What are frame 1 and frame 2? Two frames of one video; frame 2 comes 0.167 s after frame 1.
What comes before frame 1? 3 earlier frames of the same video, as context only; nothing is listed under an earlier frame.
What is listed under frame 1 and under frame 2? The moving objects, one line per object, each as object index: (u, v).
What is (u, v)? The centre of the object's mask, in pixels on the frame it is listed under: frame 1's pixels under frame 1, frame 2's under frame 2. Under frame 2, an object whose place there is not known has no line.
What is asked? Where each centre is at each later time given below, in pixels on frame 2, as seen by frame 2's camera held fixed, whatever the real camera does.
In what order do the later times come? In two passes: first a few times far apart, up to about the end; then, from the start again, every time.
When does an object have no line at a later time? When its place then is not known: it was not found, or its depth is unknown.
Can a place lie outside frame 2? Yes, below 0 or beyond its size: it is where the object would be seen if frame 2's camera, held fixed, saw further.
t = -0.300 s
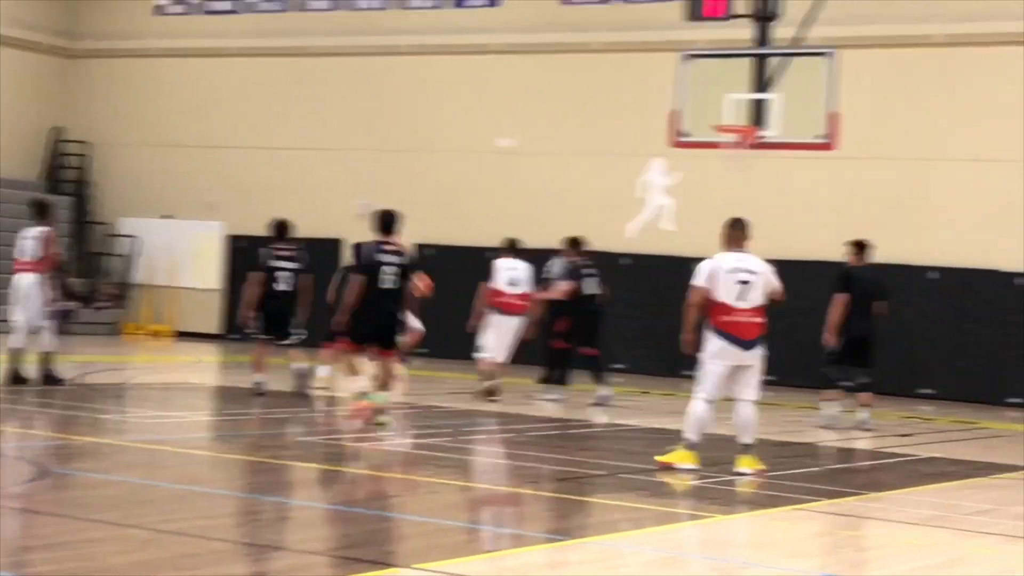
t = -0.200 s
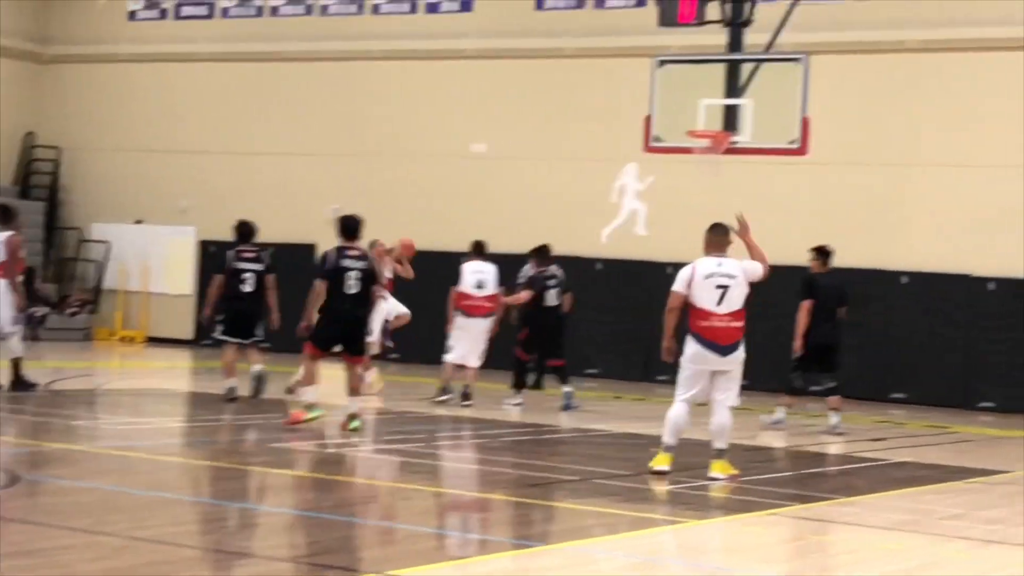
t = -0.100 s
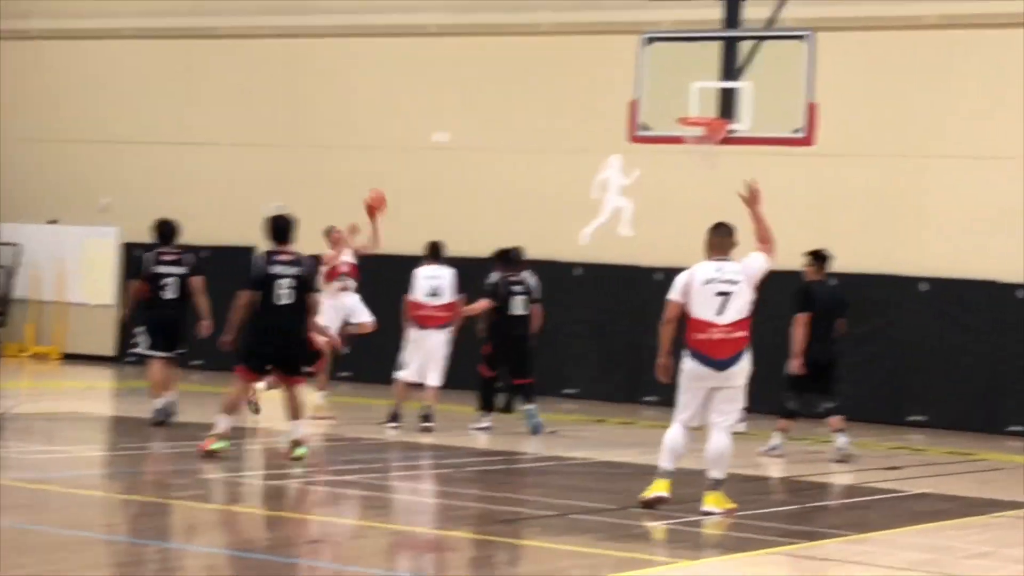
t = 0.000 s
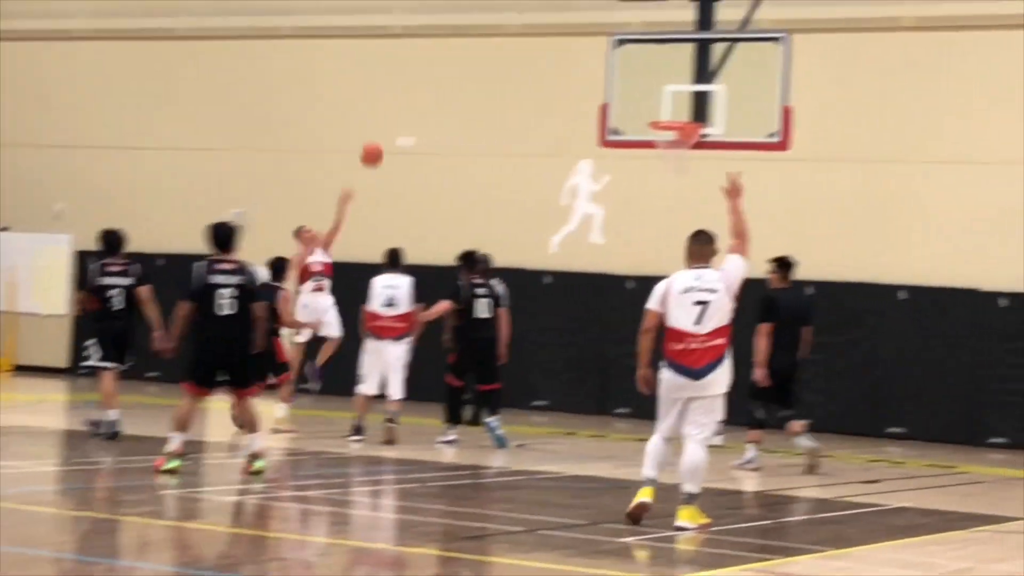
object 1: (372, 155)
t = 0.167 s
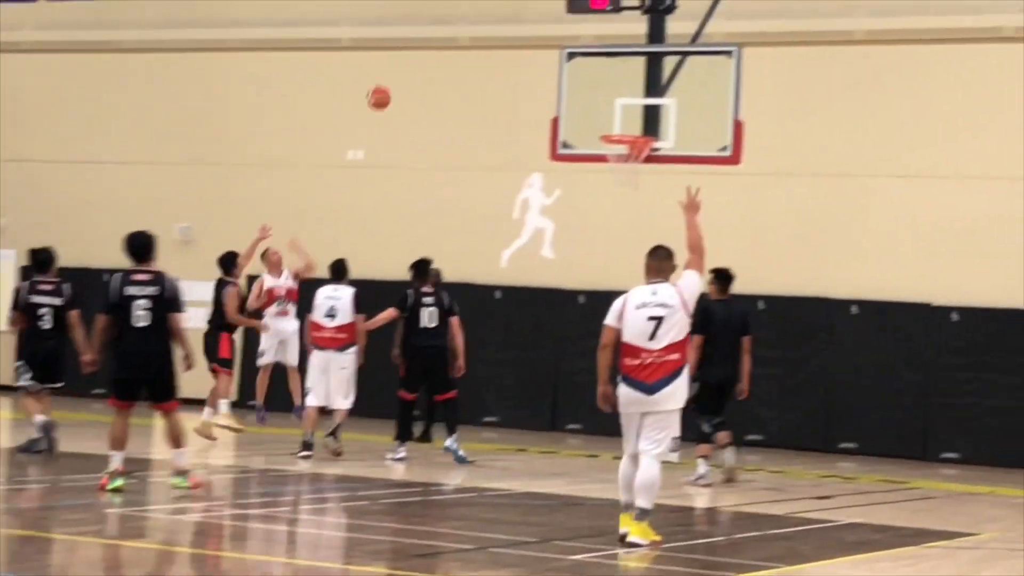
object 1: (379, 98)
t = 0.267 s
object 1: (412, 67)
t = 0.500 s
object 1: (493, 36)
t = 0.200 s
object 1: (390, 87)
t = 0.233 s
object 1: (400, 76)
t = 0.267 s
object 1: (412, 67)
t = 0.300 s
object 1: (423, 59)
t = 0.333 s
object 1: (436, 53)
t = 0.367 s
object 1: (447, 47)
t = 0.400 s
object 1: (459, 43)
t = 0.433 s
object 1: (471, 39)
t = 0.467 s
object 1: (483, 37)
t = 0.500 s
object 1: (493, 36)
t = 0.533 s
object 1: (506, 35)
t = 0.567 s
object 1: (513, 35)
